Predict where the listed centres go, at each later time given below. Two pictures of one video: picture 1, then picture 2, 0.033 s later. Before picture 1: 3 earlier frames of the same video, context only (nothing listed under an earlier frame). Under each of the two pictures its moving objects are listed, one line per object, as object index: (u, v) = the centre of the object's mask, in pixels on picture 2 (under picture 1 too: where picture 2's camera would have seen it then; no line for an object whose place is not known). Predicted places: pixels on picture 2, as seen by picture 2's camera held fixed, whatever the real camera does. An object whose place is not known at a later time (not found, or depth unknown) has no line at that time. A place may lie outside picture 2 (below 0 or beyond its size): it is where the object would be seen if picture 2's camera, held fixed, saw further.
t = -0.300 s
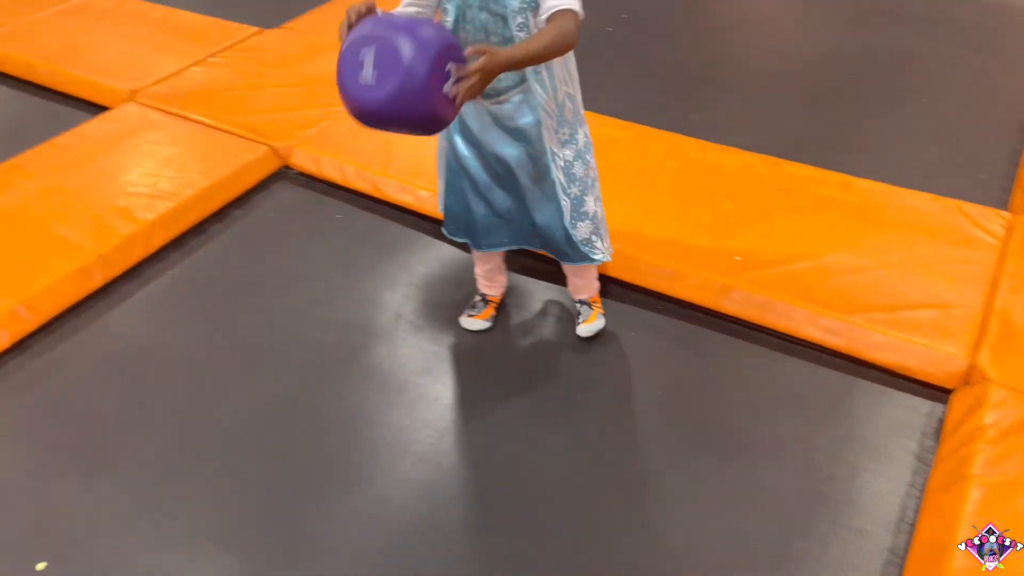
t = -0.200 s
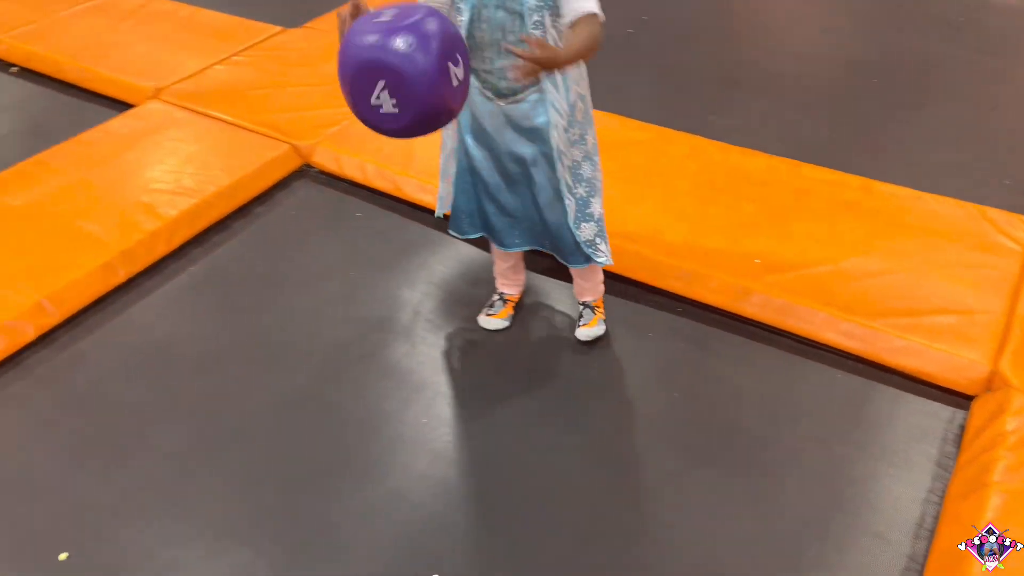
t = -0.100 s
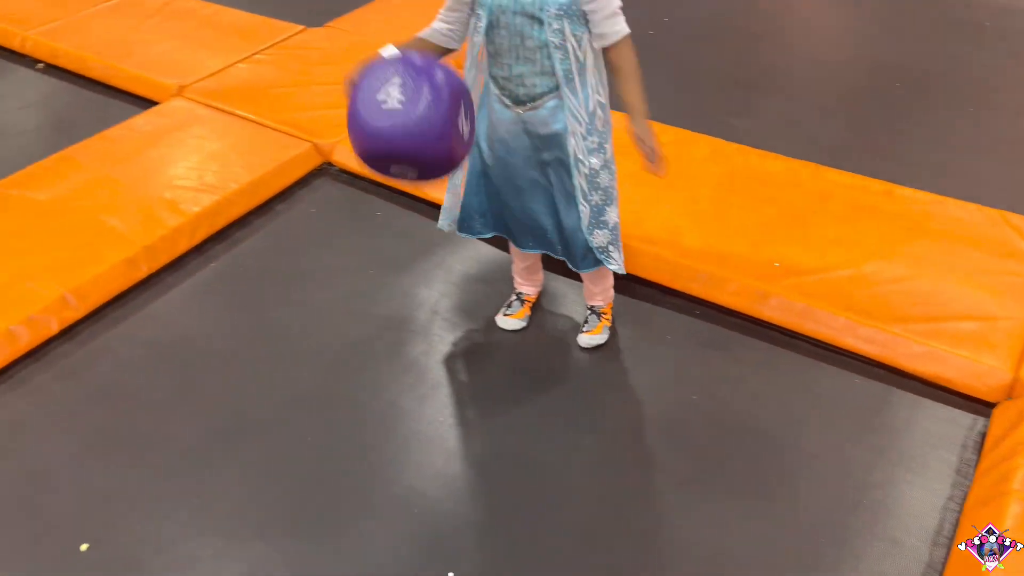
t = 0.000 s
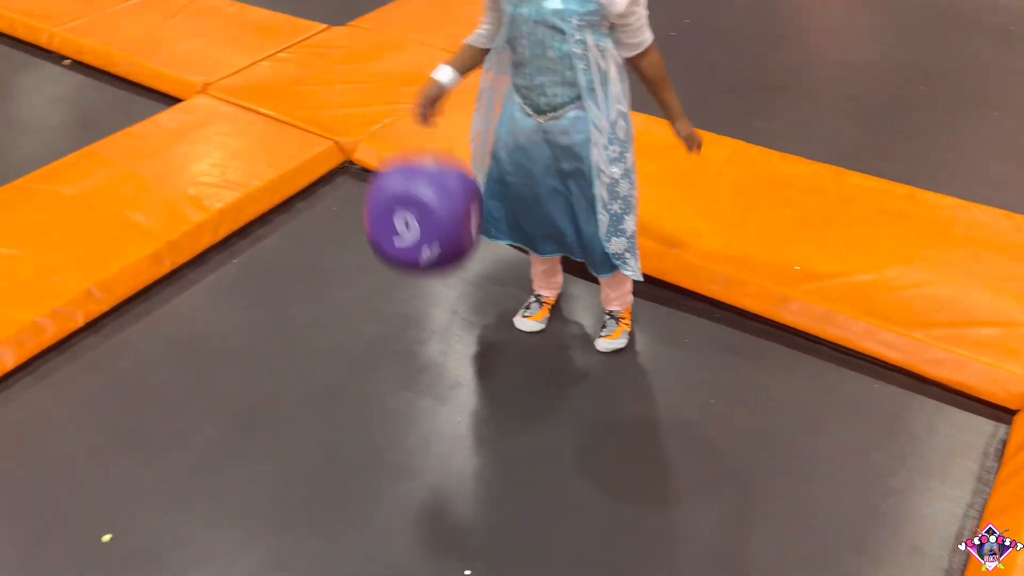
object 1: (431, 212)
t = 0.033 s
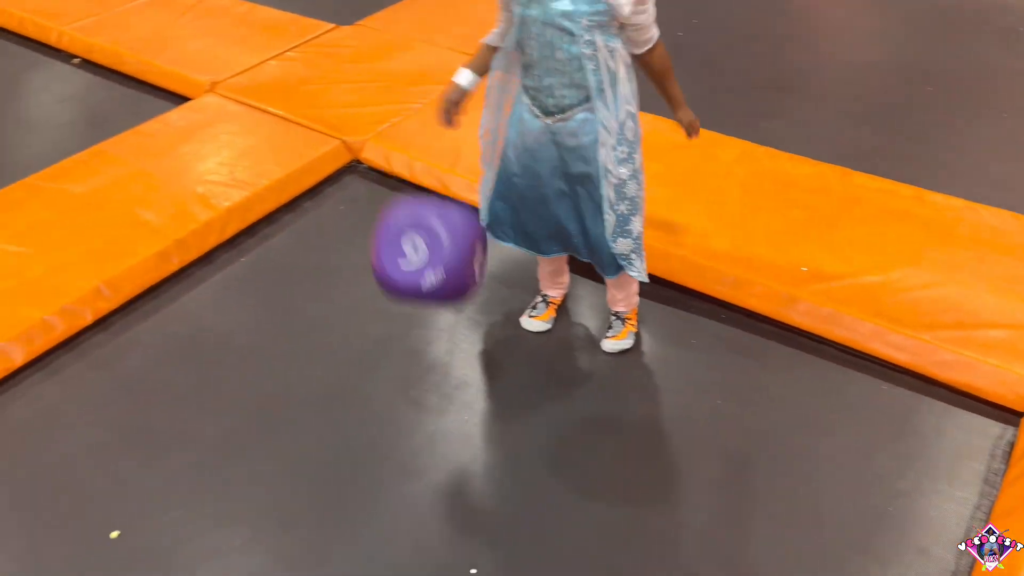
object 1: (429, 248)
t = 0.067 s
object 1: (427, 289)
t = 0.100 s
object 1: (426, 336)
